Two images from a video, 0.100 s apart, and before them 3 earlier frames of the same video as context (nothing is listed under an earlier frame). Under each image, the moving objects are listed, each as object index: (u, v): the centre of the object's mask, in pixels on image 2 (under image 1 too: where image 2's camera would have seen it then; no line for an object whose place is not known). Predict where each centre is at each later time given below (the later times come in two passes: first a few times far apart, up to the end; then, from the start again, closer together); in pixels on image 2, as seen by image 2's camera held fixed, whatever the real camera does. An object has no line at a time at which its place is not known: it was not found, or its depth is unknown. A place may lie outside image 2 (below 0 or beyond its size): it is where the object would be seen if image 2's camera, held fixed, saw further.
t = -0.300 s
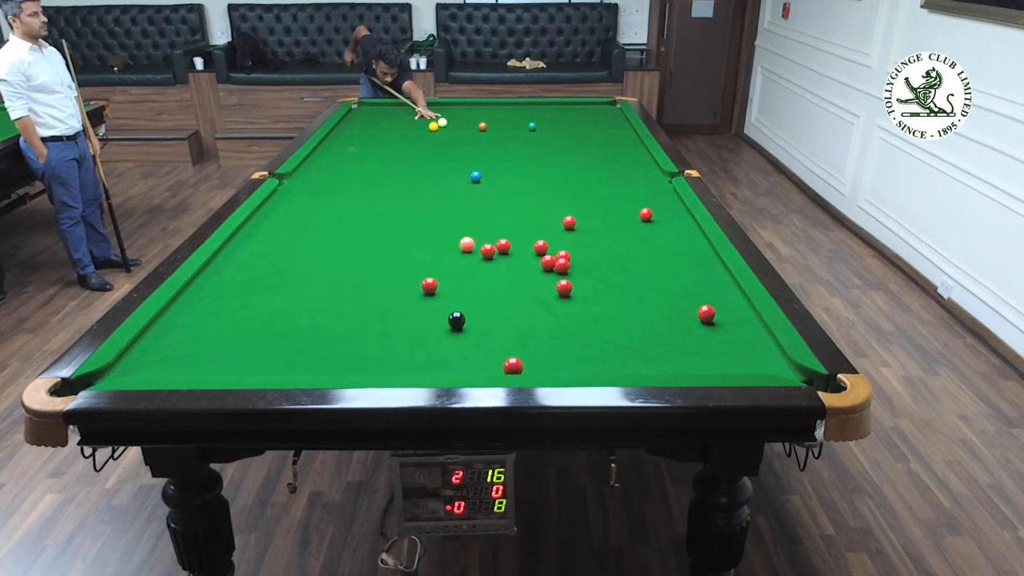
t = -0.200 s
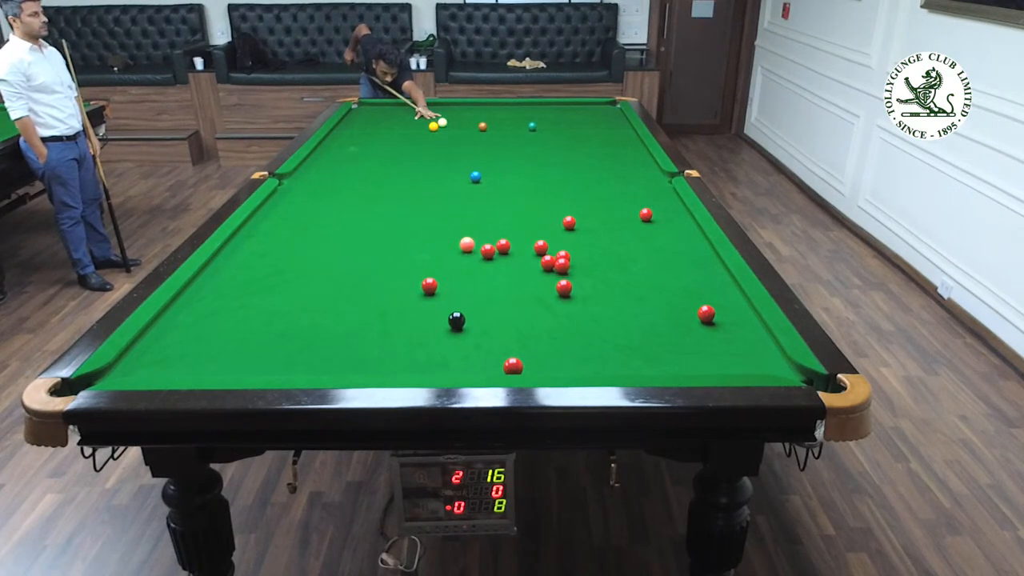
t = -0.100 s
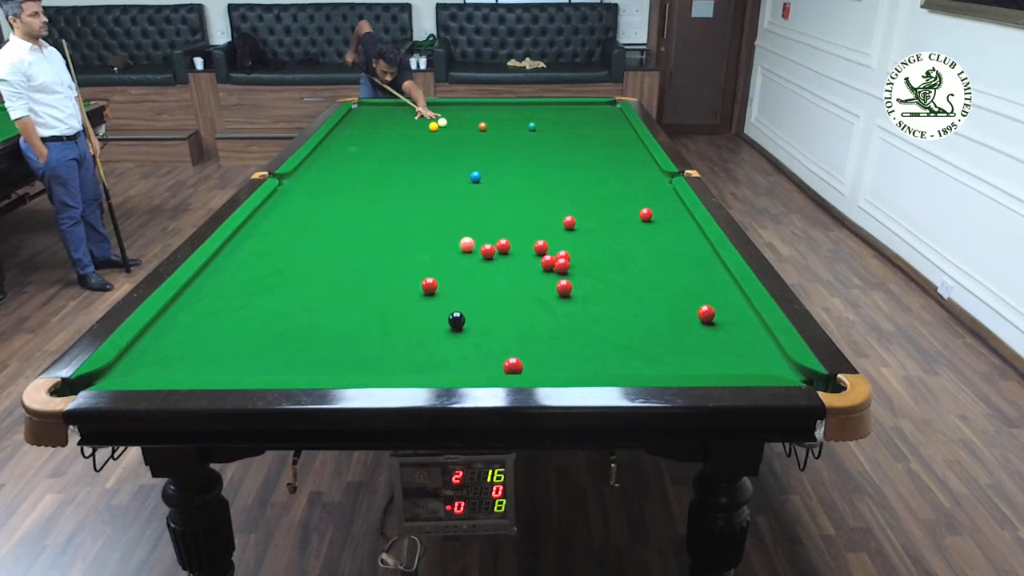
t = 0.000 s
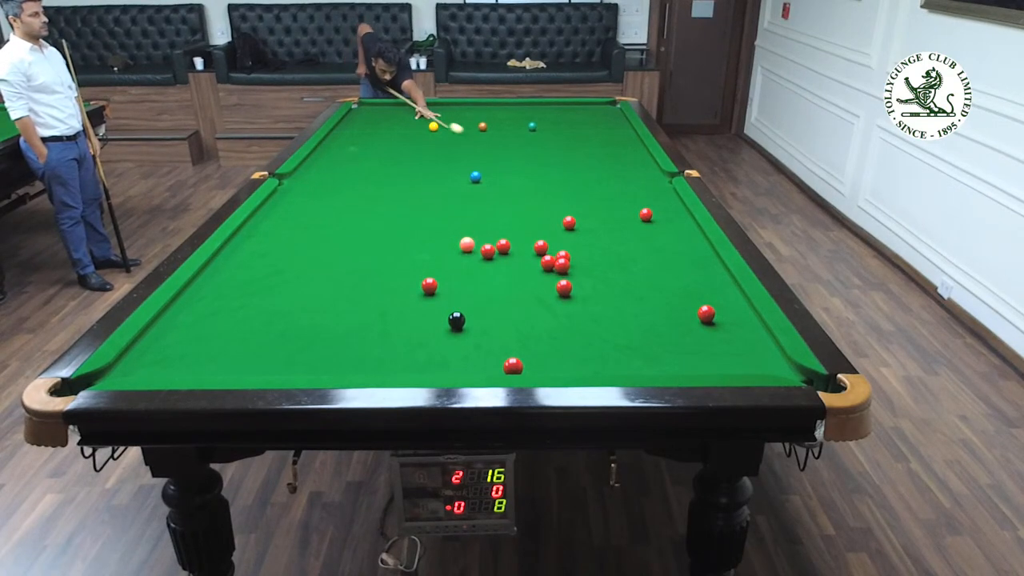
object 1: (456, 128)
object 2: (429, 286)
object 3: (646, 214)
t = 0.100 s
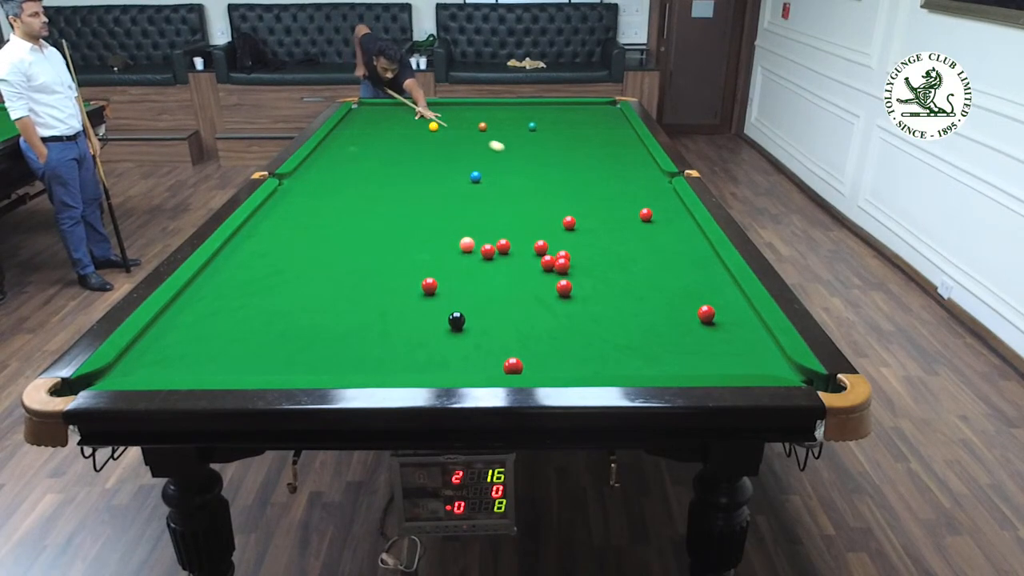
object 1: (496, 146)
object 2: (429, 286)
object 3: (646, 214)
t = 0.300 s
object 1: (595, 189)
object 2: (429, 286)
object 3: (646, 214)
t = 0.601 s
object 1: (654, 209)
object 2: (429, 286)
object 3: (705, 289)
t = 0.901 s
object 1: (584, 204)
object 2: (429, 286)
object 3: (737, 351)
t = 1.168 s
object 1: (526, 200)
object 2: (429, 286)
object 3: (615, 325)
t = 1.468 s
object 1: (464, 195)
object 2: (429, 286)
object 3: (502, 303)
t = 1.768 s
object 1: (407, 192)
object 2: (415, 276)
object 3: (421, 295)
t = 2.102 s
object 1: (348, 188)
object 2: (384, 256)
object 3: (358, 302)
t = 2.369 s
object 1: (304, 185)
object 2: (364, 243)
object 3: (311, 307)
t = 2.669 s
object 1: (302, 180)
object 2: (344, 229)
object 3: (258, 313)
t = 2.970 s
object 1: (328, 174)
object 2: (327, 218)
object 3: (208, 318)
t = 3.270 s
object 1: (351, 169)
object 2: (312, 208)
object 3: (159, 323)
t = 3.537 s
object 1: (370, 164)
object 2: (301, 200)
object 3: (174, 330)
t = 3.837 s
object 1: (389, 161)
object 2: (289, 192)
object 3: (193, 337)
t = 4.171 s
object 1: (408, 156)
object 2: (287, 185)
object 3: (213, 344)
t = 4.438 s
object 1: (421, 154)
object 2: (298, 181)
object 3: (227, 350)
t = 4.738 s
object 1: (434, 151)
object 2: (309, 176)
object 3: (242, 354)
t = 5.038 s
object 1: (446, 148)
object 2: (318, 173)
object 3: (256, 359)
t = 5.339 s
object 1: (457, 146)
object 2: (326, 170)
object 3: (268, 363)
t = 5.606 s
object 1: (465, 144)
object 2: (331, 167)
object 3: (277, 364)
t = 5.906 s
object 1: (472, 143)
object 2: (337, 165)
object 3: (285, 366)
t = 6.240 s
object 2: (343, 163)
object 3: (290, 367)
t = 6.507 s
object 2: (346, 162)
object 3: (292, 368)
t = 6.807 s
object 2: (348, 162)
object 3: (293, 368)
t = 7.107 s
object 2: (350, 161)
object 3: (293, 368)
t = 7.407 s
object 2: (350, 161)
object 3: (293, 368)
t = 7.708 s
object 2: (350, 161)
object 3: (293, 368)
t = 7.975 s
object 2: (350, 161)
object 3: (293, 368)
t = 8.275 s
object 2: (350, 161)
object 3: (292, 368)
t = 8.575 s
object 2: (350, 161)
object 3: (292, 368)
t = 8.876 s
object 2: (350, 161)
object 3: (293, 368)
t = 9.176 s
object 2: (350, 161)
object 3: (293, 368)
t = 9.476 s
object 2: (350, 161)
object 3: (293, 368)
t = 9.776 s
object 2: (350, 161)
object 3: (293, 368)
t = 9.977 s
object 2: (350, 161)
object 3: (293, 368)
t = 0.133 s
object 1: (511, 152)
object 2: (429, 286)
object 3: (646, 214)
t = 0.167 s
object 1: (526, 159)
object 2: (429, 286)
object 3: (646, 214)
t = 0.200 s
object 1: (542, 166)
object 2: (429, 286)
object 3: (646, 214)
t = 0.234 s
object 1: (559, 173)
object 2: (429, 286)
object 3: (646, 214)
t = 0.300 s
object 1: (595, 189)
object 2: (429, 286)
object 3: (646, 214)
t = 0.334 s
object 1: (614, 197)
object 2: (429, 286)
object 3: (646, 214)
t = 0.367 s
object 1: (634, 206)
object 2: (429, 286)
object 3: (646, 214)
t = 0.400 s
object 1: (651, 209)
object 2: (429, 286)
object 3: (651, 220)
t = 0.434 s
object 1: (664, 210)
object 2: (429, 286)
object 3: (659, 230)
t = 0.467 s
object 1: (677, 210)
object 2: (429, 286)
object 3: (667, 241)
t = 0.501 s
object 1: (680, 210)
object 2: (429, 286)
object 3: (676, 252)
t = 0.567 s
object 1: (662, 209)
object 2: (429, 286)
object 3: (695, 276)
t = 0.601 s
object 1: (654, 209)
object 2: (429, 286)
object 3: (705, 289)
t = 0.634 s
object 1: (645, 208)
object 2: (429, 286)
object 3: (716, 302)
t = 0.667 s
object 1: (638, 207)
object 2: (429, 286)
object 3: (727, 317)
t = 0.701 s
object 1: (630, 207)
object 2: (429, 286)
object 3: (739, 332)
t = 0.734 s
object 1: (622, 206)
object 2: (429, 286)
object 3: (752, 348)
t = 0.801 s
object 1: (606, 205)
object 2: (429, 286)
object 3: (779, 367)
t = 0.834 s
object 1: (599, 205)
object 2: (429, 286)
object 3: (779, 360)
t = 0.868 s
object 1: (591, 204)
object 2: (429, 286)
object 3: (758, 355)
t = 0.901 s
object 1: (584, 204)
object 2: (429, 286)
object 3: (737, 351)
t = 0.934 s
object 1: (576, 203)
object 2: (429, 286)
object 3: (719, 347)
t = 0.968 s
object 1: (569, 203)
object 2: (429, 286)
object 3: (702, 343)
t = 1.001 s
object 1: (562, 202)
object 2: (429, 286)
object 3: (686, 340)
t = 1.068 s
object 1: (547, 201)
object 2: (429, 286)
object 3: (657, 334)
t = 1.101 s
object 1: (540, 201)
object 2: (429, 286)
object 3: (642, 331)
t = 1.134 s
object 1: (533, 200)
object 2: (429, 286)
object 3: (628, 329)
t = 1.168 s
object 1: (526, 200)
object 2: (429, 286)
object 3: (615, 325)
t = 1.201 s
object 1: (518, 199)
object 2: (429, 286)
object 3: (601, 323)
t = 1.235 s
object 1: (511, 199)
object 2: (429, 286)
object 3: (588, 321)
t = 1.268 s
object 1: (505, 198)
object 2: (429, 286)
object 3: (576, 318)
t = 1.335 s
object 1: (491, 197)
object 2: (429, 286)
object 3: (550, 313)
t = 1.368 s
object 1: (484, 197)
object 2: (429, 286)
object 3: (538, 311)
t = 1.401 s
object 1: (477, 196)
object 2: (429, 286)
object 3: (526, 308)
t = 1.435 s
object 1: (471, 196)
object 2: (429, 286)
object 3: (514, 306)
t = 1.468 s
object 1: (464, 195)
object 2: (429, 286)
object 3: (502, 303)
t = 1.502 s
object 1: (457, 195)
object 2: (429, 286)
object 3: (490, 301)
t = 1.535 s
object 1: (451, 194)
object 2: (429, 286)
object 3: (479, 299)
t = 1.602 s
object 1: (438, 194)
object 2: (429, 286)
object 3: (457, 294)
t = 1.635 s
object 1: (432, 193)
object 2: (429, 286)
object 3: (447, 292)
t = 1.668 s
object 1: (426, 193)
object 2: (427, 284)
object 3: (437, 291)
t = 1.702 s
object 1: (420, 192)
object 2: (423, 281)
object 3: (432, 293)
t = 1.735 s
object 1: (414, 192)
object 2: (418, 279)
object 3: (426, 294)
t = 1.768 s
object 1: (407, 192)
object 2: (415, 276)
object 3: (421, 295)
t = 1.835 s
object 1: (395, 191)
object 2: (408, 272)
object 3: (408, 296)
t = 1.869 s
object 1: (389, 190)
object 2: (405, 270)
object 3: (402, 297)
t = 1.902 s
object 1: (383, 190)
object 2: (402, 268)
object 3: (396, 298)
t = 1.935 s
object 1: (377, 189)
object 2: (399, 266)
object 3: (389, 298)
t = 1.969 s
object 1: (371, 189)
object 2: (396, 264)
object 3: (383, 299)
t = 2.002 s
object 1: (365, 189)
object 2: (393, 262)
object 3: (377, 300)
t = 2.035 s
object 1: (359, 188)
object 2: (390, 260)
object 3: (371, 300)
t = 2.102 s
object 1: (348, 188)
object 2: (384, 256)
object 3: (358, 302)
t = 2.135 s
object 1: (342, 187)
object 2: (381, 255)
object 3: (352, 302)
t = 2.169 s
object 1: (336, 187)
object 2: (379, 253)
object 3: (347, 303)
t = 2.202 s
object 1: (331, 187)
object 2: (376, 251)
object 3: (340, 304)
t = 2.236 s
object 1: (325, 186)
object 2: (374, 249)
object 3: (334, 304)
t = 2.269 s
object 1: (320, 186)
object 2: (371, 248)
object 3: (329, 305)
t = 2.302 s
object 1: (315, 185)
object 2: (369, 246)
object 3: (323, 306)
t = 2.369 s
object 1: (304, 185)
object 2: (364, 243)
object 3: (311, 307)
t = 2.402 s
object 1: (299, 184)
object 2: (361, 241)
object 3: (305, 307)
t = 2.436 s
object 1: (293, 184)
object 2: (359, 240)
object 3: (299, 308)
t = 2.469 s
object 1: (288, 183)
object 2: (357, 238)
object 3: (293, 309)
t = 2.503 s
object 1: (285, 183)
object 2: (355, 237)
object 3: (288, 309)
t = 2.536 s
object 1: (288, 182)
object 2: (352, 235)
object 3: (281, 310)
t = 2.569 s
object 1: (292, 182)
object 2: (350, 234)
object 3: (276, 310)
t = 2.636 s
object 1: (299, 180)
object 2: (346, 231)
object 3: (264, 312)
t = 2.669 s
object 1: (302, 180)
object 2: (344, 229)
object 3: (258, 313)
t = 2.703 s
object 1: (305, 179)
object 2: (342, 228)
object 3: (253, 313)
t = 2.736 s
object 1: (308, 178)
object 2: (340, 227)
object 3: (246, 314)
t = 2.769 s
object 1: (311, 178)
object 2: (338, 226)
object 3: (241, 314)
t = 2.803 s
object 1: (314, 177)
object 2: (336, 224)
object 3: (235, 315)
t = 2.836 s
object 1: (317, 176)
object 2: (334, 223)
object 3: (230, 316)
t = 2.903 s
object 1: (322, 175)
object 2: (330, 220)
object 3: (219, 317)
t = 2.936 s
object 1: (325, 174)
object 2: (329, 219)
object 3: (214, 317)
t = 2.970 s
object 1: (328, 174)
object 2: (327, 218)
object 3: (208, 318)
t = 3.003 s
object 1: (331, 173)
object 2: (325, 217)
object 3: (202, 318)
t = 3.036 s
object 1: (333, 172)
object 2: (323, 216)
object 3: (197, 319)
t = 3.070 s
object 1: (336, 172)
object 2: (322, 215)
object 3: (192, 320)
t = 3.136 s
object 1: (341, 171)
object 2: (318, 212)
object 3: (181, 321)
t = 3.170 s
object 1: (343, 170)
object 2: (317, 211)
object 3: (175, 322)
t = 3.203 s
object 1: (346, 170)
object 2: (315, 210)
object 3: (170, 322)
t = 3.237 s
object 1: (349, 169)
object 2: (314, 209)
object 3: (164, 323)
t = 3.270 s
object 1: (351, 169)
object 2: (312, 208)
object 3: (159, 323)
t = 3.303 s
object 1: (353, 168)
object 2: (311, 207)
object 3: (157, 324)
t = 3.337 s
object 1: (356, 168)
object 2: (309, 206)
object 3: (160, 325)
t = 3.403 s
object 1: (361, 166)
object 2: (306, 204)
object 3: (165, 327)
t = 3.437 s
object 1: (363, 166)
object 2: (305, 203)
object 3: (167, 328)
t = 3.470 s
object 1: (366, 165)
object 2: (304, 202)
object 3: (169, 329)
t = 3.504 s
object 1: (368, 165)
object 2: (302, 201)
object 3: (172, 330)
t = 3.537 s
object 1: (370, 164)
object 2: (301, 200)
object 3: (174, 330)
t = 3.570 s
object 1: (372, 164)
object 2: (299, 199)
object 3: (176, 331)
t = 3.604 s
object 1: (374, 163)
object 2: (298, 198)
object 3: (178, 332)
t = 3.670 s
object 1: (379, 163)
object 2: (295, 197)
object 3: (182, 333)
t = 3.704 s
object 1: (381, 162)
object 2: (294, 196)
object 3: (185, 334)
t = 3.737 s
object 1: (383, 162)
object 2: (293, 195)
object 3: (187, 335)
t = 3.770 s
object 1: (385, 161)
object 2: (291, 194)
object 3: (189, 336)
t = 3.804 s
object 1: (387, 161)
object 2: (290, 193)
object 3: (191, 336)
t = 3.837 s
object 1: (389, 161)
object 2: (289, 192)
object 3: (193, 337)
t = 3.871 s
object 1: (391, 160)
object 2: (288, 192)
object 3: (195, 338)
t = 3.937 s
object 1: (395, 159)
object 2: (285, 190)
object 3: (199, 339)
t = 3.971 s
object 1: (397, 159)
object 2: (284, 189)
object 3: (201, 340)
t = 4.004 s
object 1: (399, 158)
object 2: (283, 188)
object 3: (203, 341)
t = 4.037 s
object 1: (401, 158)
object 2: (282, 188)
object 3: (205, 341)
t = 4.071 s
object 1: (403, 157)
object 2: (282, 187)
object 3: (207, 342)
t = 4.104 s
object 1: (404, 157)
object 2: (284, 186)
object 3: (209, 343)
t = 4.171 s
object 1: (408, 156)
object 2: (287, 185)
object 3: (213, 344)
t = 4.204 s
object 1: (410, 156)
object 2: (288, 184)
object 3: (214, 345)
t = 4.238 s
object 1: (412, 156)
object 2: (290, 184)
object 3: (216, 346)
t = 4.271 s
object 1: (413, 155)
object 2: (291, 183)
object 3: (218, 346)
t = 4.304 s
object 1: (415, 155)
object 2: (293, 183)
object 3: (220, 347)
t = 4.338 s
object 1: (416, 155)
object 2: (294, 182)
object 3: (222, 347)
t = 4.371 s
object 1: (418, 154)
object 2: (295, 182)
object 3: (224, 348)
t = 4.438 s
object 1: (421, 154)
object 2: (298, 181)
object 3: (227, 350)
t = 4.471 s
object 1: (423, 153)
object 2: (300, 180)
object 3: (229, 350)
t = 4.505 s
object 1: (424, 153)
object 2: (301, 180)
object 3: (231, 351)
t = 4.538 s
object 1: (426, 153)
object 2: (302, 179)
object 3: (232, 351)
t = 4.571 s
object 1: (427, 152)
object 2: (303, 179)
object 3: (234, 352)
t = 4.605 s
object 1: (429, 152)
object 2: (304, 178)
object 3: (236, 352)
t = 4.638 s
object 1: (430, 152)
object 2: (306, 178)
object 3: (237, 353)
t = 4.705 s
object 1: (433, 151)
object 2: (308, 177)
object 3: (241, 354)
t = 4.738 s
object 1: (434, 151)
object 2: (309, 176)
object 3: (242, 354)
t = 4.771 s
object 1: (436, 150)
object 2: (310, 176)
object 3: (244, 355)
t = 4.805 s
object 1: (437, 150)
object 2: (311, 175)
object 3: (245, 356)
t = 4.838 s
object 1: (439, 150)
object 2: (312, 175)
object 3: (247, 356)
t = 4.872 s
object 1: (440, 150)
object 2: (313, 175)
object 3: (249, 356)
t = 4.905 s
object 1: (441, 149)
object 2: (314, 174)
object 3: (250, 357)
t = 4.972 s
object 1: (444, 149)
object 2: (316, 173)
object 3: (253, 358)
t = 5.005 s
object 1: (445, 148)
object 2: (317, 173)
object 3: (255, 358)
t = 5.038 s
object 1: (446, 148)
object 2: (318, 173)
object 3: (256, 359)
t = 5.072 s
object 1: (448, 148)
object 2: (319, 172)
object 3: (257, 359)
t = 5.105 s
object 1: (449, 148)
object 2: (320, 172)
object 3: (259, 360)
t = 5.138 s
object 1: (450, 147)
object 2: (321, 171)
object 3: (260, 360)
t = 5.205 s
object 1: (452, 147)
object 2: (322, 171)
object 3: (263, 361)
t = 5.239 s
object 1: (454, 147)
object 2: (323, 170)
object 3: (264, 361)
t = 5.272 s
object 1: (455, 147)
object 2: (324, 170)
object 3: (265, 362)
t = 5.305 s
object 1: (456, 146)
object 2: (325, 170)
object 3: (267, 362)
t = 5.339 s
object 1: (457, 146)
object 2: (326, 170)
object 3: (268, 363)
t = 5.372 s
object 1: (458, 146)
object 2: (326, 169)
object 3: (269, 363)
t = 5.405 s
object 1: (459, 146)
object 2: (327, 169)
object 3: (270, 363)
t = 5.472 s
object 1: (461, 145)
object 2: (329, 168)
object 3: (273, 364)
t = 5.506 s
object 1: (462, 145)
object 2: (329, 168)
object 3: (274, 364)
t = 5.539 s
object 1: (463, 145)
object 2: (330, 168)
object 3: (275, 364)
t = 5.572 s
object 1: (464, 145)
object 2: (331, 167)
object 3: (276, 364)
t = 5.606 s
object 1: (465, 144)
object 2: (331, 167)
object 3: (277, 364)
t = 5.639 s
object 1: (466, 144)
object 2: (332, 167)
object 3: (278, 365)
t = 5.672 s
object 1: (467, 144)
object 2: (333, 167)
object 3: (279, 365)
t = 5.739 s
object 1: (468, 144)
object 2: (334, 166)
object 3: (281, 365)
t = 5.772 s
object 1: (469, 144)
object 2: (335, 166)
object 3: (282, 365)
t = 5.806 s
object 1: (470, 143)
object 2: (335, 166)
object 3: (282, 366)
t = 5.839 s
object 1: (471, 143)
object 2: (336, 166)
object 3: (283, 366)
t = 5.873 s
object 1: (472, 143)
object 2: (337, 165)
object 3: (284, 366)
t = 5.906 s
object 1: (472, 143)
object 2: (337, 165)
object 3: (285, 366)
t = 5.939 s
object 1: (473, 143)
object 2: (338, 165)
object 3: (285, 366)
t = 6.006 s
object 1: (475, 142)
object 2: (339, 165)
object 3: (287, 366)
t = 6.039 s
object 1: (476, 142)
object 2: (340, 164)
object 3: (287, 367)
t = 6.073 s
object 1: (476, 142)
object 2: (340, 164)
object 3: (288, 367)
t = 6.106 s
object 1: (477, 142)
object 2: (341, 164)
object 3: (288, 367)
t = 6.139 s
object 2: (341, 164)
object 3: (289, 367)
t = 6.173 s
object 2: (342, 164)
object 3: (289, 367)
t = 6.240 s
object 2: (343, 163)
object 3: (290, 367)
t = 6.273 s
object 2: (343, 163)
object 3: (290, 367)
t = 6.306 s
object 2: (344, 163)
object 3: (291, 367)
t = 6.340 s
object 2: (344, 163)
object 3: (291, 368)
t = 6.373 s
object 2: (344, 163)
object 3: (291, 368)
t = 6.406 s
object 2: (345, 163)
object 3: (292, 368)
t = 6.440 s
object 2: (345, 163)
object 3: (292, 368)
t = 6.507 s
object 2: (346, 162)
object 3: (292, 368)
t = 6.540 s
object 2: (346, 162)
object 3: (292, 368)
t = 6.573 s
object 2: (346, 162)
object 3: (293, 368)
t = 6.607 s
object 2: (347, 162)
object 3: (293, 368)
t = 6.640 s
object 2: (347, 162)
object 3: (293, 368)
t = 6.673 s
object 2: (348, 162)
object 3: (293, 368)
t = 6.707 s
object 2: (348, 162)
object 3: (293, 368)
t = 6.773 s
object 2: (348, 162)
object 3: (293, 368)
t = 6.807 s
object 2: (348, 162)
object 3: (293, 368)
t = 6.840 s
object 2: (349, 161)
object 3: (293, 368)
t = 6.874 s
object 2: (349, 161)
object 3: (293, 368)
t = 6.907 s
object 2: (349, 161)
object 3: (293, 368)
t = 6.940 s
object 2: (349, 161)
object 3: (293, 368)
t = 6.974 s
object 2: (349, 161)
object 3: (293, 368)
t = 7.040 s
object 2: (350, 161)
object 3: (293, 368)
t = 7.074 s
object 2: (350, 161)
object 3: (293, 368)
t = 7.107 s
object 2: (350, 161)
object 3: (293, 368)
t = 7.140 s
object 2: (350, 161)
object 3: (293, 368)
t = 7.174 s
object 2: (350, 161)
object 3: (293, 368)
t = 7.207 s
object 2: (350, 161)
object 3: (293, 368)
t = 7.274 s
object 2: (350, 161)
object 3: (293, 368)
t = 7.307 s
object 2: (350, 161)
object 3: (293, 368)
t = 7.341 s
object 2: (350, 161)
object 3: (292, 368)
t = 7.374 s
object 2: (350, 161)
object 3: (293, 368)
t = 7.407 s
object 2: (350, 161)
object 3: (293, 368)
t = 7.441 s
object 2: (350, 161)
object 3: (293, 368)
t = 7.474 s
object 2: (350, 161)
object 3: (293, 368)
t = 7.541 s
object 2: (350, 161)
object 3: (293, 368)
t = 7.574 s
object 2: (350, 161)
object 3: (293, 368)
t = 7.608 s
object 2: (350, 161)
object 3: (293, 368)
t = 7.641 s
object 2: (350, 161)
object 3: (293, 368)
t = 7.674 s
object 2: (350, 161)
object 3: (293, 368)
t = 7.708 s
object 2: (350, 161)
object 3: (293, 368)
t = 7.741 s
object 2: (350, 161)
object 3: (293, 368)
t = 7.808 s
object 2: (350, 161)
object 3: (293, 368)
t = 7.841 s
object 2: (350, 161)
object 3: (293, 368)
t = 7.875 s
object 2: (350, 161)
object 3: (293, 368)
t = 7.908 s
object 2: (350, 161)
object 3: (293, 368)
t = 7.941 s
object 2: (350, 161)
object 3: (293, 368)
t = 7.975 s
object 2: (350, 161)
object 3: (293, 368)
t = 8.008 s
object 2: (350, 161)
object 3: (293, 368)
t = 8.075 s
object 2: (350, 161)
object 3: (293, 368)
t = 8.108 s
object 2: (350, 161)
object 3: (293, 368)
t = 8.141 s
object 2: (350, 161)
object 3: (293, 368)
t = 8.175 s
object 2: (350, 161)
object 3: (293, 368)
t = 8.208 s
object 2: (350, 161)
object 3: (292, 368)
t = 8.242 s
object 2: (350, 161)
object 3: (292, 368)
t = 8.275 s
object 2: (350, 161)
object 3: (292, 368)
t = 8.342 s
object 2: (350, 161)
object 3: (292, 368)
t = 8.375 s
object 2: (350, 161)
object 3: (292, 368)
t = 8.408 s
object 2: (350, 161)
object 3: (292, 368)
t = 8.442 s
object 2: (350, 161)
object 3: (292, 368)
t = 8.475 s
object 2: (350, 161)
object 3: (292, 368)
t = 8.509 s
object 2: (350, 161)
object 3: (292, 368)
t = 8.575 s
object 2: (350, 161)
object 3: (292, 368)
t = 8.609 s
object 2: (350, 161)
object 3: (292, 368)
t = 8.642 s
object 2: (350, 161)
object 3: (292, 368)
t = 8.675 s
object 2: (350, 161)
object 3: (292, 368)
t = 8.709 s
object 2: (350, 161)
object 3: (293, 368)
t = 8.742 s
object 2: (350, 161)
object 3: (293, 368)
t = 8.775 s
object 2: (350, 161)
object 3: (293, 368)
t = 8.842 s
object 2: (350, 161)
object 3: (293, 368)
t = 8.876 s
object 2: (350, 161)
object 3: (293, 368)
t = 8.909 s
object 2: (350, 161)
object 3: (293, 368)
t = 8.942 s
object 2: (350, 161)
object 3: (293, 368)
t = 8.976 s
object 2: (350, 161)
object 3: (293, 368)
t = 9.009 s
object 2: (350, 161)
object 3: (293, 368)
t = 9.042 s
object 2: (350, 161)
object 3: (293, 368)
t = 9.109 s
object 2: (350, 161)
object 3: (293, 368)
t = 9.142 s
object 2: (350, 161)
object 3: (293, 368)
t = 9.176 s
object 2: (350, 161)
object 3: (293, 368)
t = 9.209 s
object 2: (350, 161)
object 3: (293, 368)
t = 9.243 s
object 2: (350, 161)
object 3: (293, 368)
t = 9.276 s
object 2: (350, 161)
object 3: (293, 368)
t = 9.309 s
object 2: (350, 161)
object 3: (293, 368)
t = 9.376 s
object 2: (350, 161)
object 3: (293, 368)
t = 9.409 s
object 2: (350, 161)
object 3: (293, 368)
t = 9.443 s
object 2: (350, 161)
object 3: (293, 368)
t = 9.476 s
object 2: (350, 161)
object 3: (293, 368)
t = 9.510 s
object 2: (350, 161)
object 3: (293, 368)
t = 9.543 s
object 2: (350, 161)
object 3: (293, 368)
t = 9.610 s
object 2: (350, 161)
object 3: (293, 368)
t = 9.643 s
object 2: (350, 161)
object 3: (293, 368)
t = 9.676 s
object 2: (350, 161)
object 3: (293, 368)
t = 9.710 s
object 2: (350, 161)
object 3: (293, 368)
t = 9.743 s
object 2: (350, 161)
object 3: (293, 368)
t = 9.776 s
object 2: (350, 161)
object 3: (293, 368)
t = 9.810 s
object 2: (350, 161)
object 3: (293, 368)
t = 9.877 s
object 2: (350, 161)
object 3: (293, 368)
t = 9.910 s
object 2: (350, 161)
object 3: (293, 368)
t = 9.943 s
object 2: (350, 161)
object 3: (293, 368)
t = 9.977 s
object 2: (350, 161)
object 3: (293, 368)
